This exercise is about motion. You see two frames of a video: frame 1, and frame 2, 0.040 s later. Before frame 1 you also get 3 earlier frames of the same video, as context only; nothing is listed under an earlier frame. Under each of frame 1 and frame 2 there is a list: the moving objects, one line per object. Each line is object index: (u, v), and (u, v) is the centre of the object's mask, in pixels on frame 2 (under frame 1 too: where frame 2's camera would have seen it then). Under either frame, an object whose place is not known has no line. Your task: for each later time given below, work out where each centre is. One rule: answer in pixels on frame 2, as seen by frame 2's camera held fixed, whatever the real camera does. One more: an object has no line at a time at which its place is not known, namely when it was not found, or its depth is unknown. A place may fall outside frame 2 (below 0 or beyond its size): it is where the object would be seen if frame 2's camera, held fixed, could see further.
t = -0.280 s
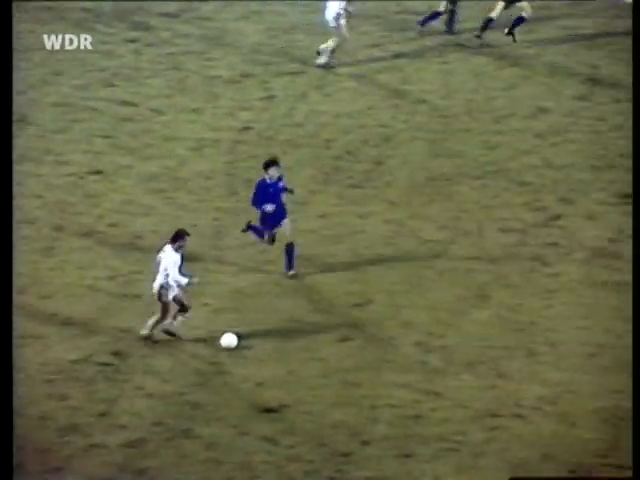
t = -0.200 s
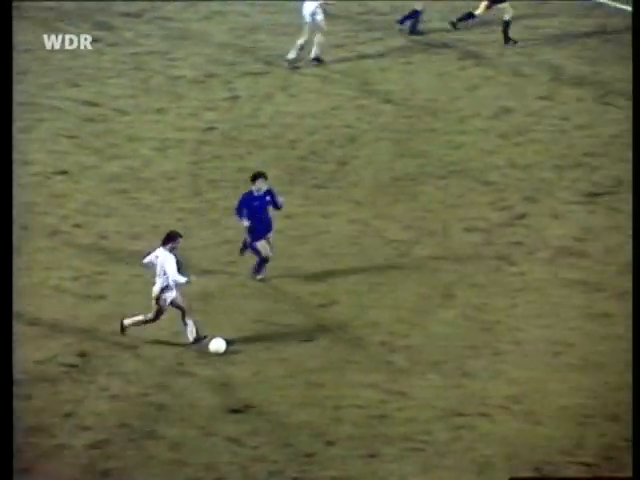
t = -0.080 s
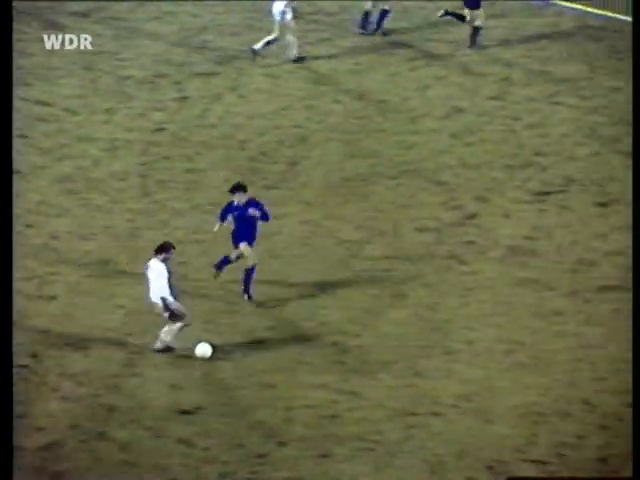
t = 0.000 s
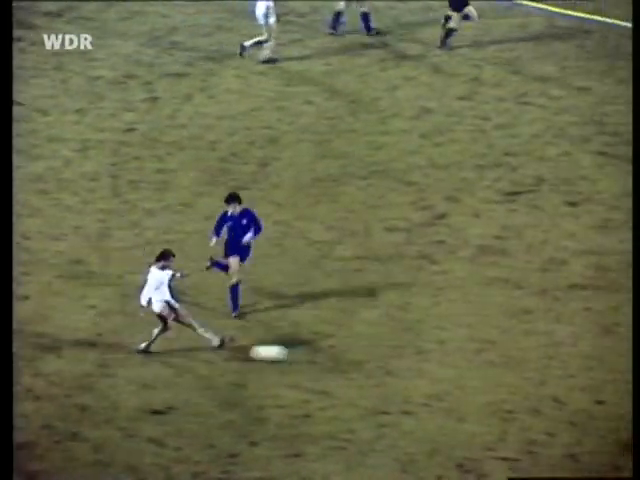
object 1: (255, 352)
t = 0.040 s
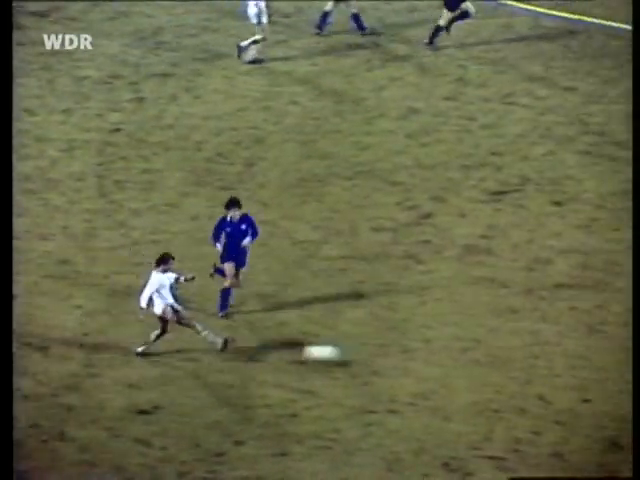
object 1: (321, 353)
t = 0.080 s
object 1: (386, 353)
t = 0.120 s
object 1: (451, 356)
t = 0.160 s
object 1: (515, 360)
